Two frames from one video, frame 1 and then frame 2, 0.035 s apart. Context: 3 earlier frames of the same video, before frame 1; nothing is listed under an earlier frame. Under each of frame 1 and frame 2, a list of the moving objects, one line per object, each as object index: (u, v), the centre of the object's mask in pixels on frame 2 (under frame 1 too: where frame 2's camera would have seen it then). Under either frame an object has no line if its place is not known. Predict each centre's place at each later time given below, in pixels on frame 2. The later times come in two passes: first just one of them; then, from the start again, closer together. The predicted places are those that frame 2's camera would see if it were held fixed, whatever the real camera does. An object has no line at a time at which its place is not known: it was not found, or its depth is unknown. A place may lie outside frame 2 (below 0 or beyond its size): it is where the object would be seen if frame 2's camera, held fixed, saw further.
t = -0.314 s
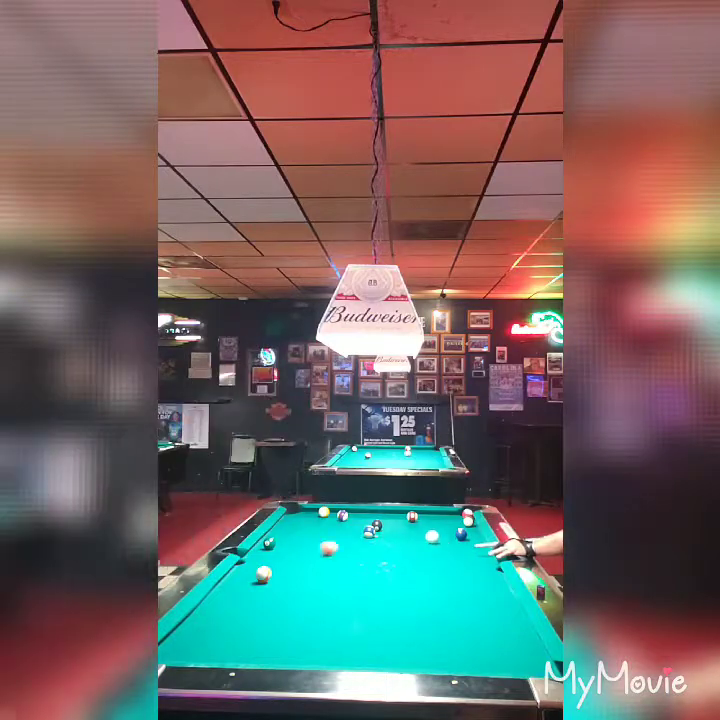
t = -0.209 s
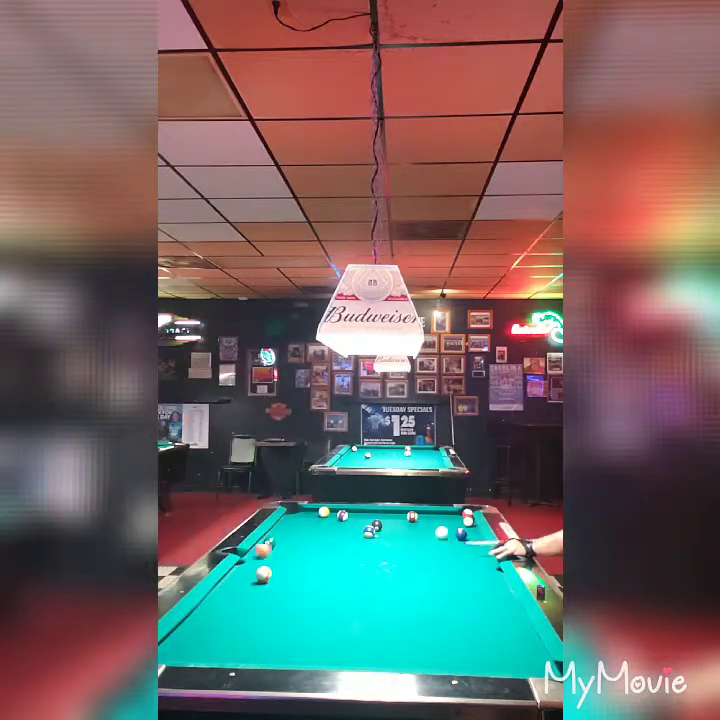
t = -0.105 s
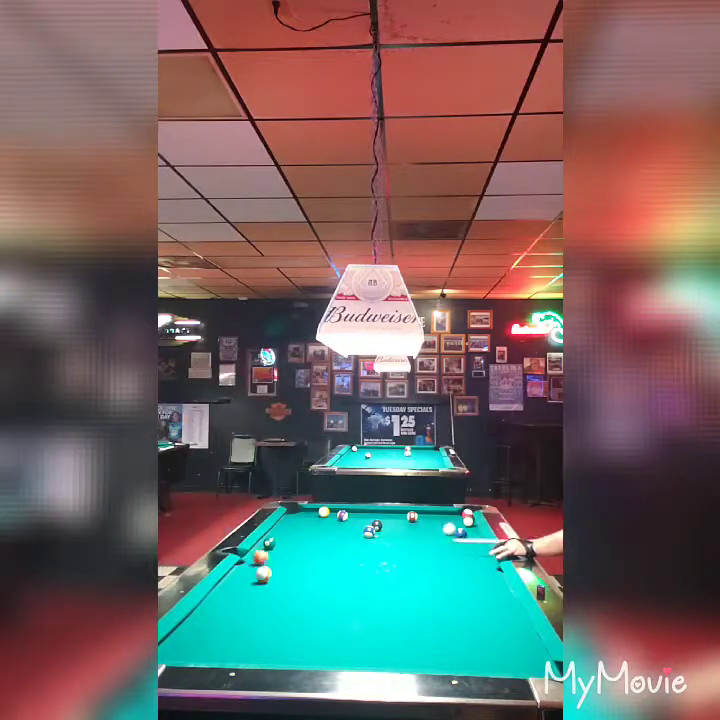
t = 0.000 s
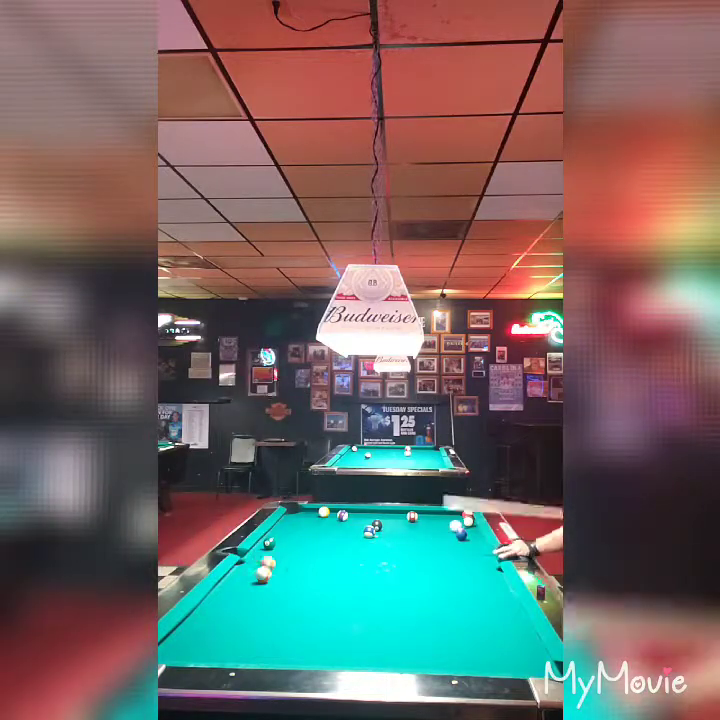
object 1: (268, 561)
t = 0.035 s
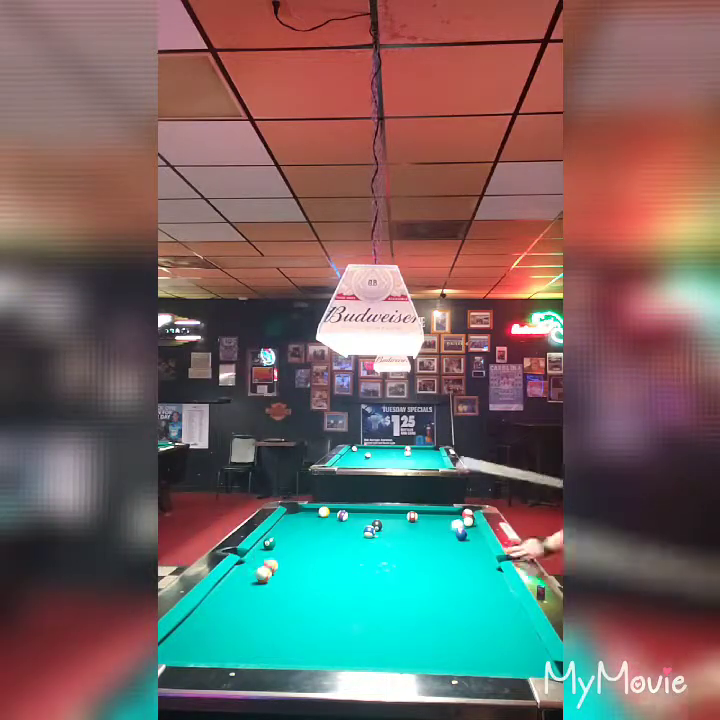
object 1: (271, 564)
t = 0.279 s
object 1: (292, 573)
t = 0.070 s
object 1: (273, 566)
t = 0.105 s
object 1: (275, 569)
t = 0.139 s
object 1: (279, 571)
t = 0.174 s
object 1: (282, 572)
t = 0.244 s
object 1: (289, 573)
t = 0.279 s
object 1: (292, 573)
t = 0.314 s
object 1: (294, 574)
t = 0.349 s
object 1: (294, 574)
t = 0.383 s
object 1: (296, 575)
